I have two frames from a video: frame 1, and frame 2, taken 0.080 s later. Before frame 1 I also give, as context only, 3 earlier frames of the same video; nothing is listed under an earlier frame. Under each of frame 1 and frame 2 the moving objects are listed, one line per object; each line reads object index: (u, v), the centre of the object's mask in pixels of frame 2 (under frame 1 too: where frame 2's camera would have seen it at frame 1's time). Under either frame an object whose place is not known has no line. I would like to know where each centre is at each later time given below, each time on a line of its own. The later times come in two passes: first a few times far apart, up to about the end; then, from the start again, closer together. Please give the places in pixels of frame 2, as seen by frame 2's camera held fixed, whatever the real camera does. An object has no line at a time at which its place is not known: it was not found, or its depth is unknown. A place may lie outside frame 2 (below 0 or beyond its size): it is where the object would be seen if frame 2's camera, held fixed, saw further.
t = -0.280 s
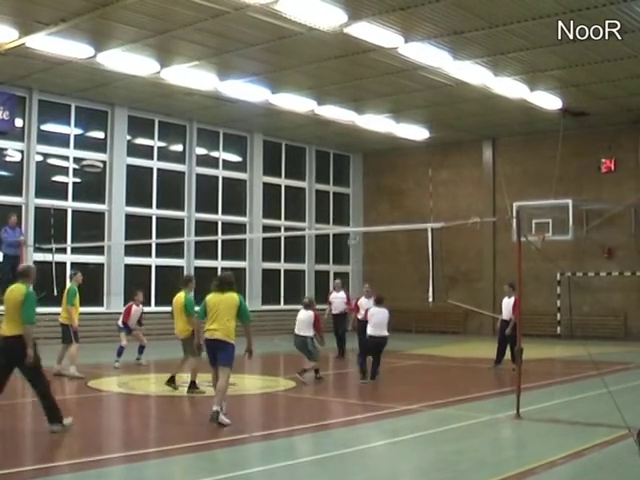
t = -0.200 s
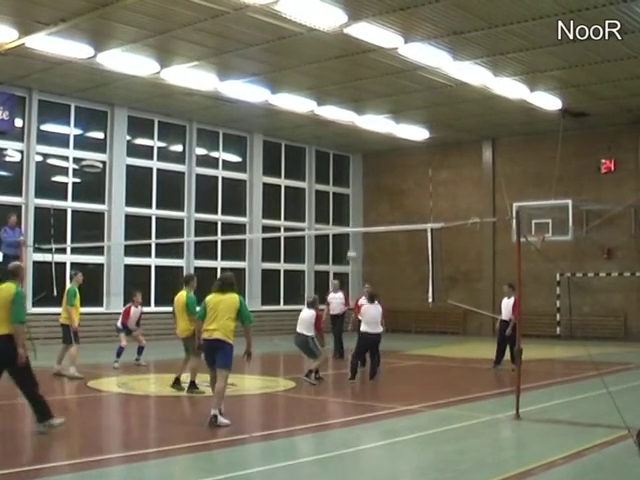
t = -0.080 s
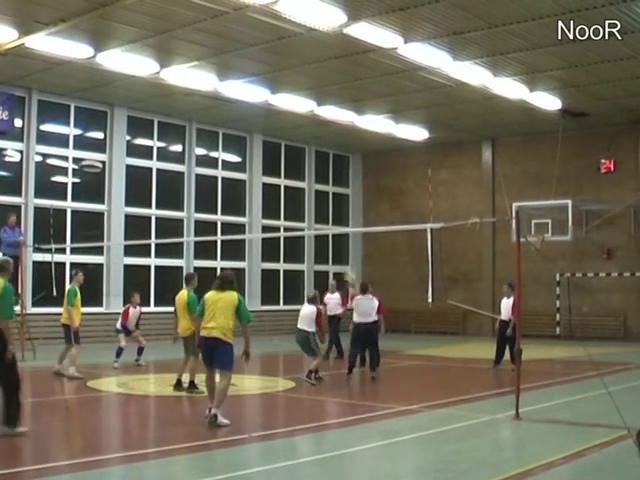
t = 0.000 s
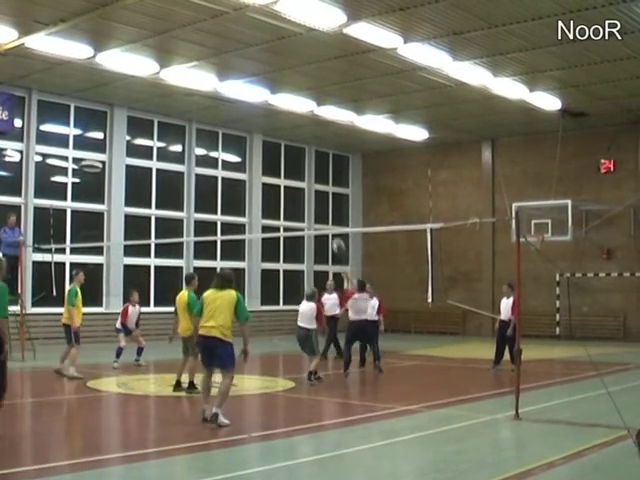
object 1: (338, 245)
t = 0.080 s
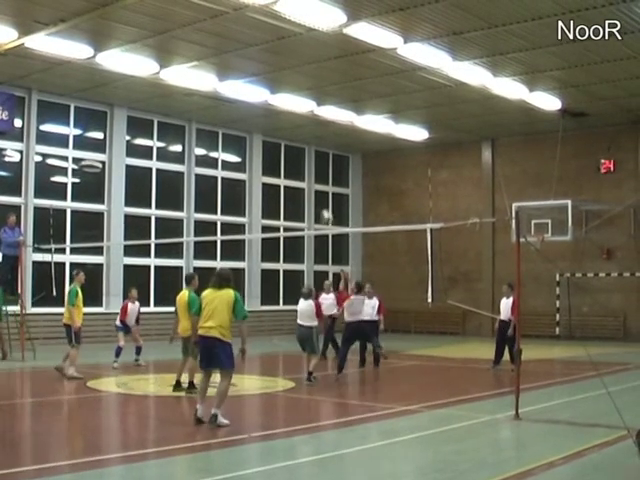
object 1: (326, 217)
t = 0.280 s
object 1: (293, 157)
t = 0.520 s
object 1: (252, 113)
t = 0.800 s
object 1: (191, 112)
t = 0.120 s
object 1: (321, 203)
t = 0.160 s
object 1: (314, 191)
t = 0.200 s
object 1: (306, 178)
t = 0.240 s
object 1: (300, 168)
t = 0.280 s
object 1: (293, 157)
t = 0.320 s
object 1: (288, 148)
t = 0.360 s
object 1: (280, 138)
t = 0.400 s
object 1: (272, 130)
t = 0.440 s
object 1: (265, 124)
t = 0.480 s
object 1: (257, 119)
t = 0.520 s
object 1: (252, 113)
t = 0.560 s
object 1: (243, 109)
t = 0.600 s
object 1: (235, 107)
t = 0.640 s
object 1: (226, 105)
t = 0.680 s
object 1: (218, 106)
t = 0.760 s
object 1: (201, 108)
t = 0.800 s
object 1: (191, 112)
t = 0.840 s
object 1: (181, 117)
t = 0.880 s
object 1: (172, 123)
